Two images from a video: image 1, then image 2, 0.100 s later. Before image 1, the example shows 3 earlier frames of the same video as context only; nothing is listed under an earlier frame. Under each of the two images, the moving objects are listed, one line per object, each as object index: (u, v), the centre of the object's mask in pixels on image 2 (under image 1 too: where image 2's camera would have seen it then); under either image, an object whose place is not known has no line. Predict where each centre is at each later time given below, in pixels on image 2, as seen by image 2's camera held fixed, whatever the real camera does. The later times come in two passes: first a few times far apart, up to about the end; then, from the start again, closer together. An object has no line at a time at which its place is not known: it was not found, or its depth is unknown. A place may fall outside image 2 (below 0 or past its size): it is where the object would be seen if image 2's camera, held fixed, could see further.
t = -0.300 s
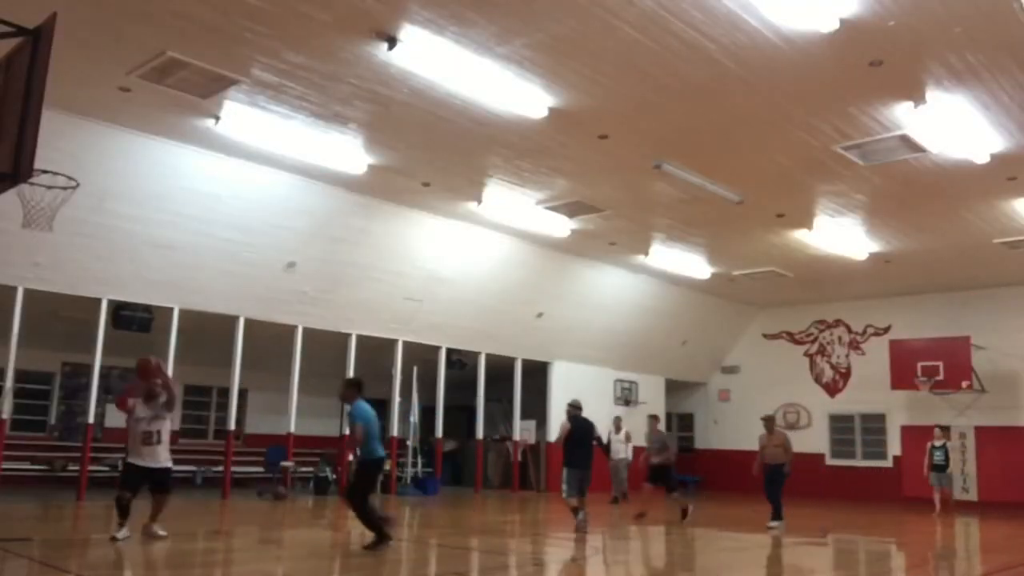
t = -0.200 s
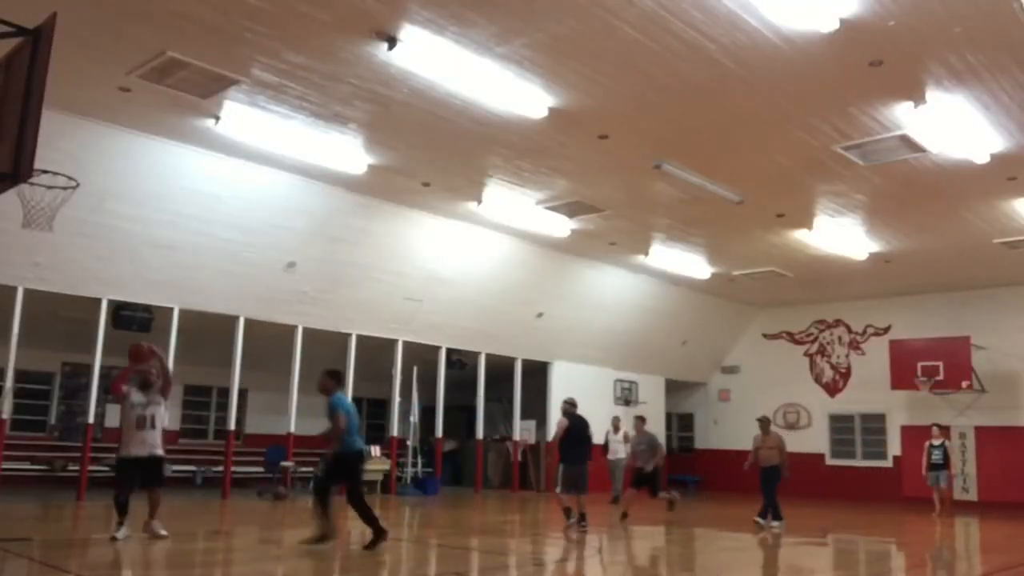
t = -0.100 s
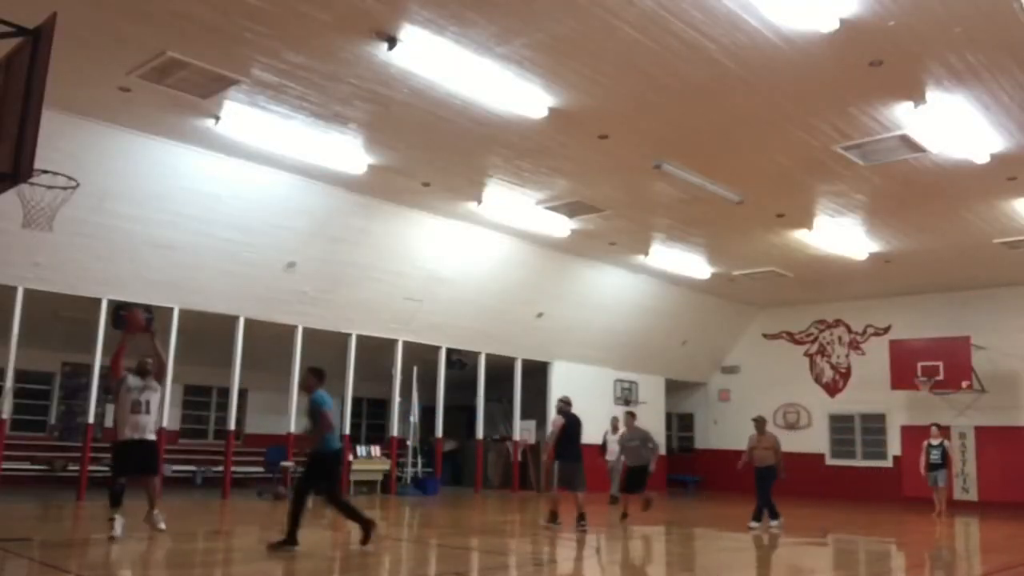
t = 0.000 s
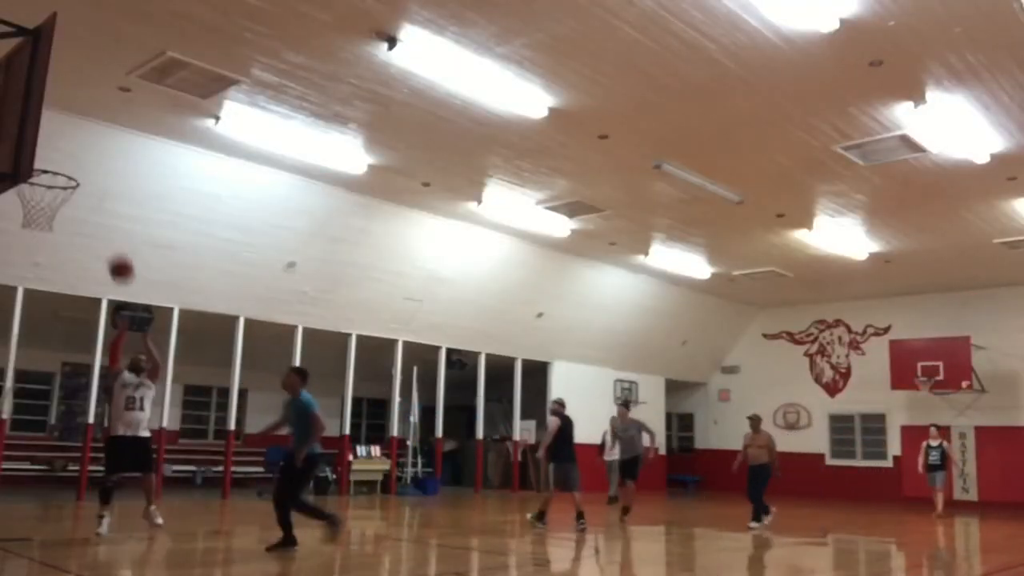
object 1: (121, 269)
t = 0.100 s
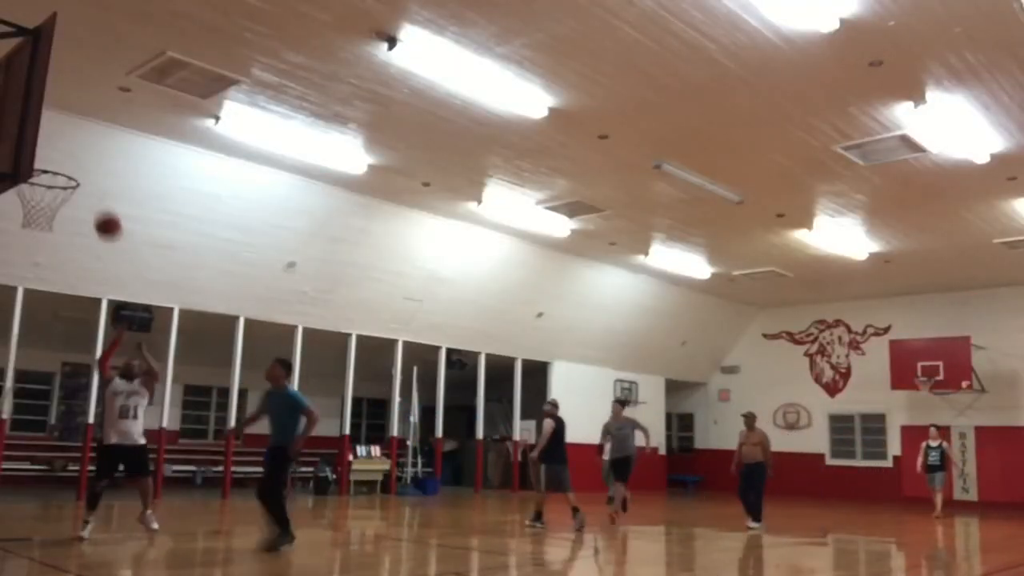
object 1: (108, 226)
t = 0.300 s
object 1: (75, 162)
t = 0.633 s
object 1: (41, 149)
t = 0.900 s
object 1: (34, 182)
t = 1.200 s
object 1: (66, 201)
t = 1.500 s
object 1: (29, 226)
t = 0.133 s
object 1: (103, 212)
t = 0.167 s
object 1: (98, 200)
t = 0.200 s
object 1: (92, 190)
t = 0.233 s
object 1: (87, 180)
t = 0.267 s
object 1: (81, 170)
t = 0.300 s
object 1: (75, 162)
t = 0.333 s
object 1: (68, 155)
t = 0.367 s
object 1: (61, 149)
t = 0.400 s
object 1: (55, 143)
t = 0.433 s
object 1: (49, 140)
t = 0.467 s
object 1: (45, 137)
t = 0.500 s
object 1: (42, 136)
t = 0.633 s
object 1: (41, 149)
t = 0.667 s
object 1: (45, 158)
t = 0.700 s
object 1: (50, 167)
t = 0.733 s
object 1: (56, 174)
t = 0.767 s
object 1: (61, 181)
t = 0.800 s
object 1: (56, 183)
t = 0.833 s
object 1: (48, 184)
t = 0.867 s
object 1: (41, 183)
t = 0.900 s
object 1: (34, 182)
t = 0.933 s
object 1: (33, 181)
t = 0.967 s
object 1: (34, 181)
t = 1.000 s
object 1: (39, 181)
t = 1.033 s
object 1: (45, 183)
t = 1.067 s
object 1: (52, 188)
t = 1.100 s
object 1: (58, 193)
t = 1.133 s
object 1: (62, 196)
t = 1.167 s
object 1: (66, 199)
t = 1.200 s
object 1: (66, 201)
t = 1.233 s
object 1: (65, 203)
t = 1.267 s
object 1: (63, 205)
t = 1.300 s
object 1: (61, 207)
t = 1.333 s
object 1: (58, 210)
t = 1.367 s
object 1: (52, 213)
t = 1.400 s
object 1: (46, 216)
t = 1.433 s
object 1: (40, 218)
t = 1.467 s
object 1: (34, 222)
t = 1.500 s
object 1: (29, 226)
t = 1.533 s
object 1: (23, 232)
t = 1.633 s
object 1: (9, 258)
